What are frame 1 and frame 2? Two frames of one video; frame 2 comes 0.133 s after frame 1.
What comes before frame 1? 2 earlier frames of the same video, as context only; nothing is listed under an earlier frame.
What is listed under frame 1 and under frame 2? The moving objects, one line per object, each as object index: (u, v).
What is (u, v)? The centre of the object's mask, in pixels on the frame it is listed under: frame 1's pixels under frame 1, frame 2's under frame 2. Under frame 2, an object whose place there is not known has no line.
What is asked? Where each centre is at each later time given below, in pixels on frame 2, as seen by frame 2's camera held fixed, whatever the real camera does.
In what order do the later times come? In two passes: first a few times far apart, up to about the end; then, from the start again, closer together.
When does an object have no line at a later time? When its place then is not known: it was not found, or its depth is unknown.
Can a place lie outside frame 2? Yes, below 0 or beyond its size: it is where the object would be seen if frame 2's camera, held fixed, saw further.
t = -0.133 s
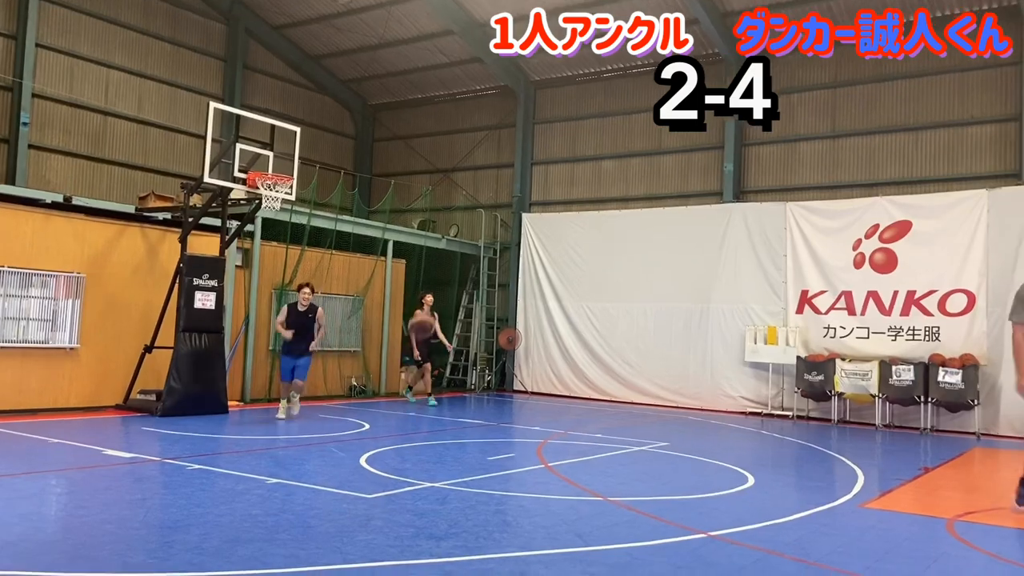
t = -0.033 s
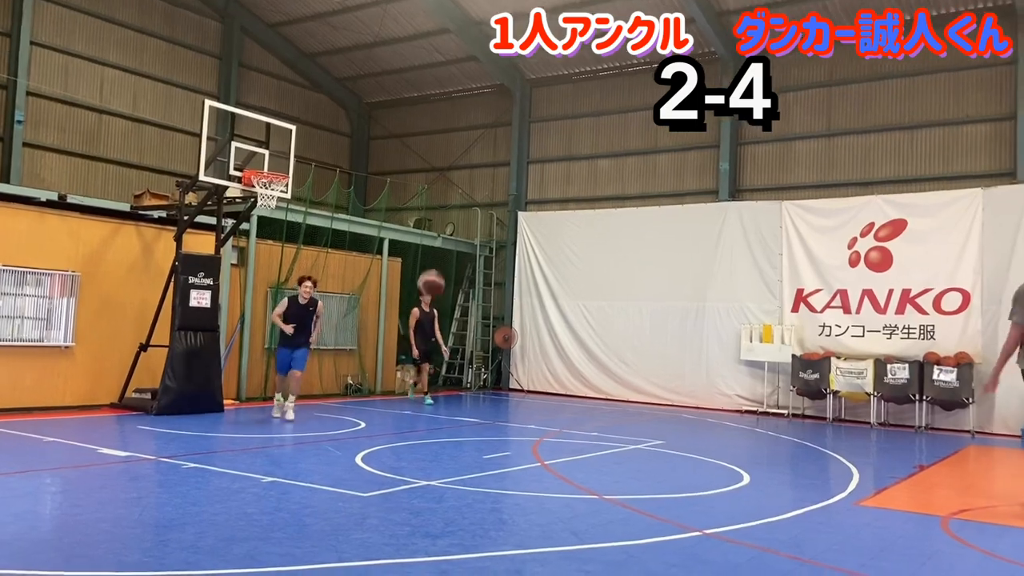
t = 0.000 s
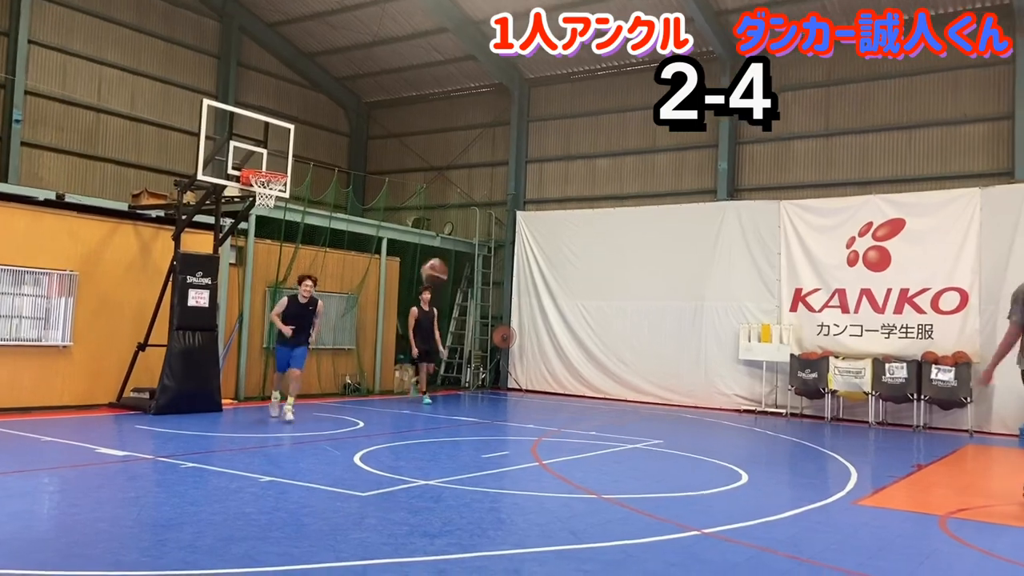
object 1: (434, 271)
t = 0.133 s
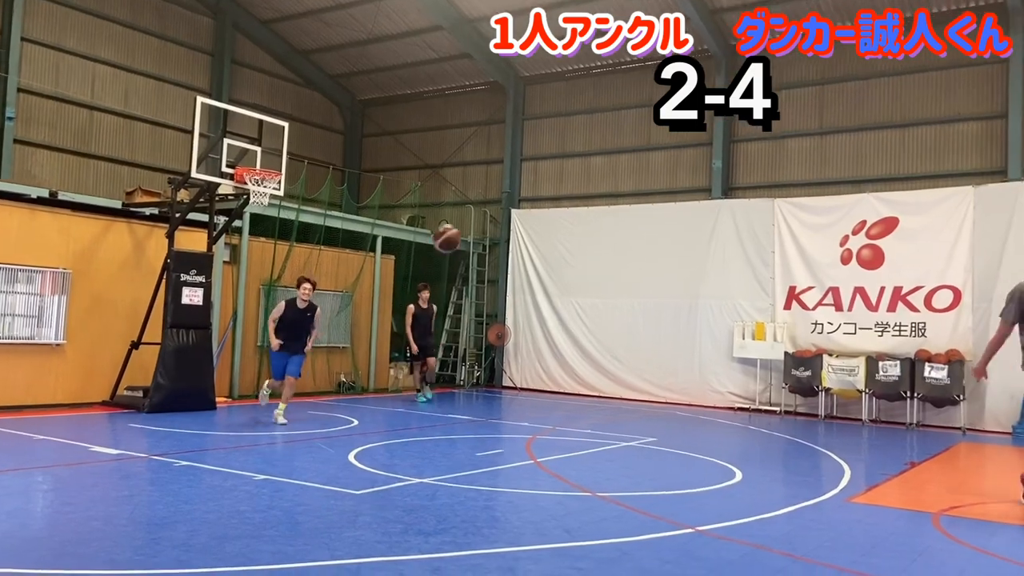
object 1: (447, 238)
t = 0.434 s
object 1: (488, 236)
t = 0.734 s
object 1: (529, 354)
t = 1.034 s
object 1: (581, 415)
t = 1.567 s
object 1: (697, 317)
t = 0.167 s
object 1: (450, 232)
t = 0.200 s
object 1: (455, 228)
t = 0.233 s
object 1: (459, 226)
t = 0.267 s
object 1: (464, 224)
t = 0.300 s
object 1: (469, 224)
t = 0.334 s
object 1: (474, 226)
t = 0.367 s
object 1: (478, 228)
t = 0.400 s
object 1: (484, 231)
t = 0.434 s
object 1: (488, 236)
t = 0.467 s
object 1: (492, 243)
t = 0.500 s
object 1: (495, 251)
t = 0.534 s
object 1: (501, 260)
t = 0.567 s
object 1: (505, 272)
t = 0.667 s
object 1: (521, 316)
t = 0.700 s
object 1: (524, 334)
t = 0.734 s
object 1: (529, 354)
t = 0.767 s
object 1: (534, 377)
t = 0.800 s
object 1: (540, 404)
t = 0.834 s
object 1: (545, 429)
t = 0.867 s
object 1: (550, 459)
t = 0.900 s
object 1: (555, 489)
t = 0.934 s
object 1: (561, 479)
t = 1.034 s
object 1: (581, 415)
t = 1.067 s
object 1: (586, 398)
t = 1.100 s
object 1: (593, 381)
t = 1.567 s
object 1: (697, 317)
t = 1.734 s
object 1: (743, 390)
